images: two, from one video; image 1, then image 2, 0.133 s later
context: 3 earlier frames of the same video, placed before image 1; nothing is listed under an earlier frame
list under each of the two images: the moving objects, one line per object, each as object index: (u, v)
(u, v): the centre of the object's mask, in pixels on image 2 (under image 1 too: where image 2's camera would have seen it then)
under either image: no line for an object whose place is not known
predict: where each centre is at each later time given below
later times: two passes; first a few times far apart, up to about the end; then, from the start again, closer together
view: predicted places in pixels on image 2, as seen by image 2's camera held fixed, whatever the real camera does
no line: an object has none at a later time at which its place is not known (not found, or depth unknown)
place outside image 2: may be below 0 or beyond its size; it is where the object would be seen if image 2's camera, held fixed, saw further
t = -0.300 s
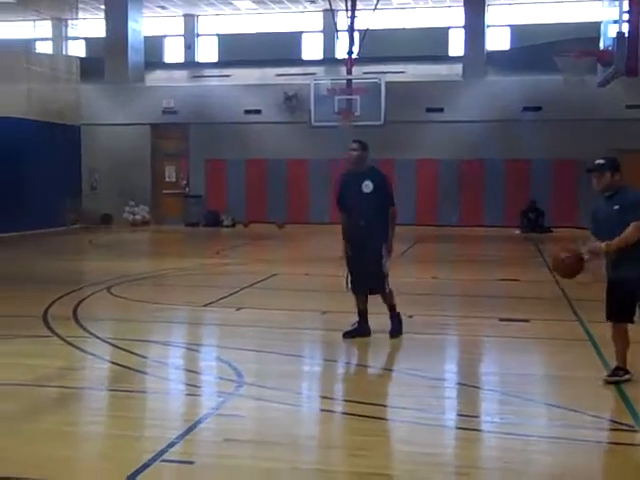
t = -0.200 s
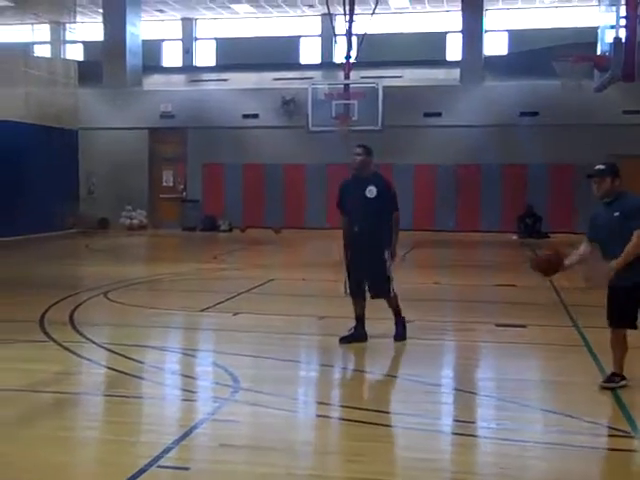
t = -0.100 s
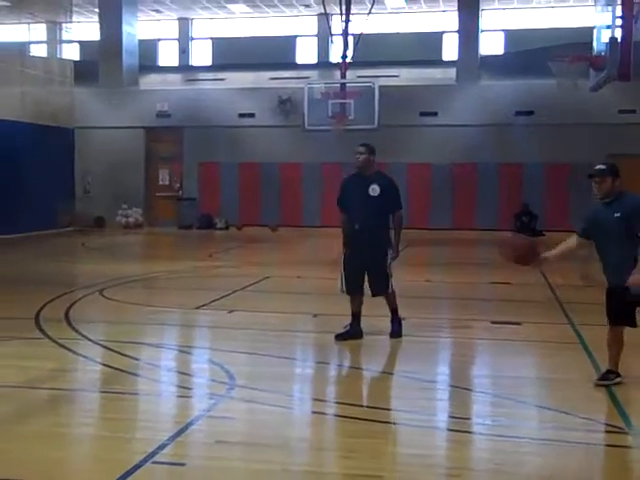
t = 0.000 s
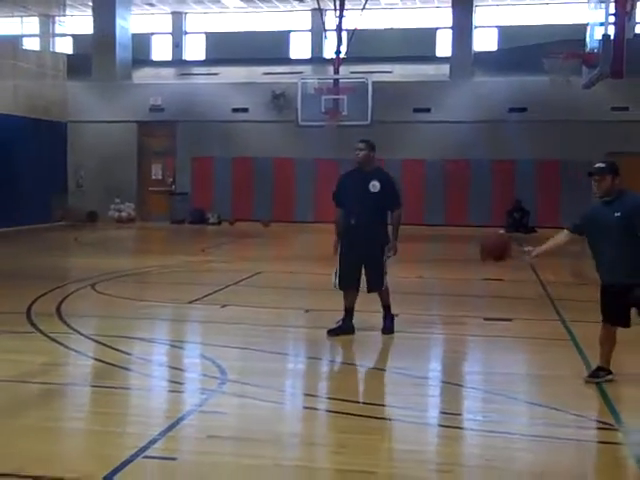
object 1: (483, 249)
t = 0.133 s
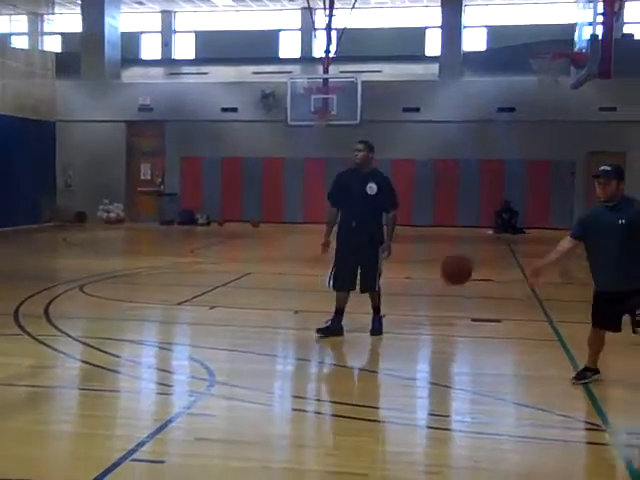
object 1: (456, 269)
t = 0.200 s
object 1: (443, 289)
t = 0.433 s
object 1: (398, 350)
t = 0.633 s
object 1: (372, 304)
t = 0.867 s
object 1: (339, 314)
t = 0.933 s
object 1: (329, 329)
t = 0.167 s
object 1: (449, 278)
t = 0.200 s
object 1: (443, 289)
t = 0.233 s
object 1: (437, 302)
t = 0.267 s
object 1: (429, 316)
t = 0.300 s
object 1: (421, 331)
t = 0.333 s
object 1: (414, 348)
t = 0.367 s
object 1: (407, 367)
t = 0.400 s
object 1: (402, 362)
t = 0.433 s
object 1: (398, 350)
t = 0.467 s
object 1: (394, 338)
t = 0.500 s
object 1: (391, 329)
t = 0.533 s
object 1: (385, 321)
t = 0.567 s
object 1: (381, 314)
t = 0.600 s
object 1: (377, 307)
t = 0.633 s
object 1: (372, 304)
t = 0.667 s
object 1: (368, 301)
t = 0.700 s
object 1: (363, 299)
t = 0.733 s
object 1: (361, 299)
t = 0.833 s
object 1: (344, 307)
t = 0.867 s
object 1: (339, 314)
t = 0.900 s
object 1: (334, 321)
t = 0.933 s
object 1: (329, 329)
